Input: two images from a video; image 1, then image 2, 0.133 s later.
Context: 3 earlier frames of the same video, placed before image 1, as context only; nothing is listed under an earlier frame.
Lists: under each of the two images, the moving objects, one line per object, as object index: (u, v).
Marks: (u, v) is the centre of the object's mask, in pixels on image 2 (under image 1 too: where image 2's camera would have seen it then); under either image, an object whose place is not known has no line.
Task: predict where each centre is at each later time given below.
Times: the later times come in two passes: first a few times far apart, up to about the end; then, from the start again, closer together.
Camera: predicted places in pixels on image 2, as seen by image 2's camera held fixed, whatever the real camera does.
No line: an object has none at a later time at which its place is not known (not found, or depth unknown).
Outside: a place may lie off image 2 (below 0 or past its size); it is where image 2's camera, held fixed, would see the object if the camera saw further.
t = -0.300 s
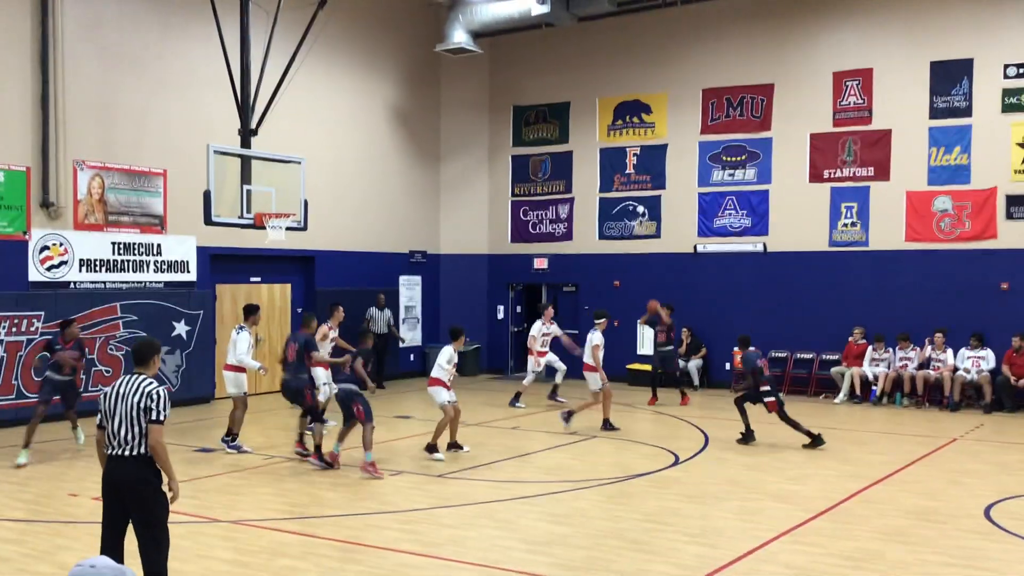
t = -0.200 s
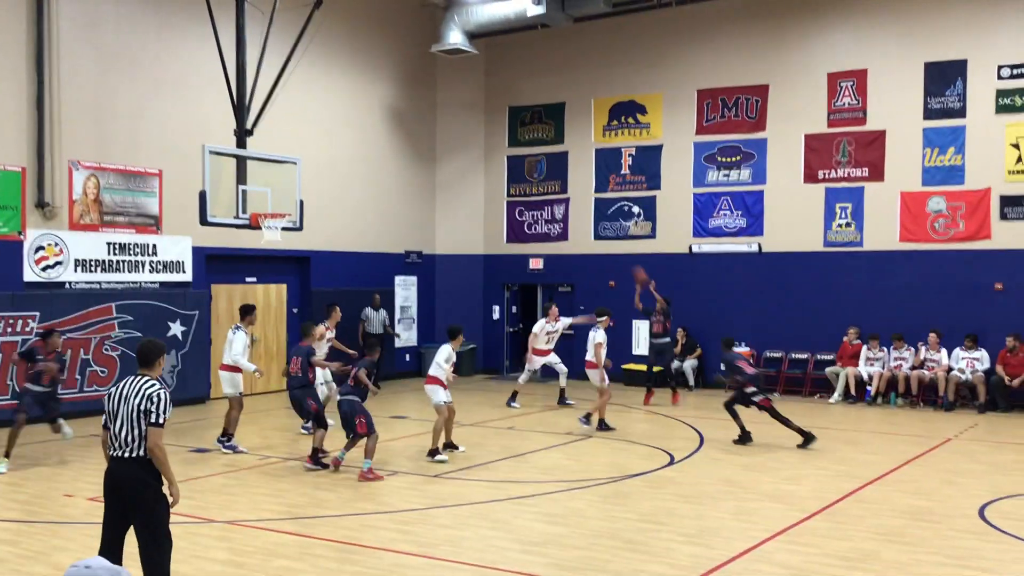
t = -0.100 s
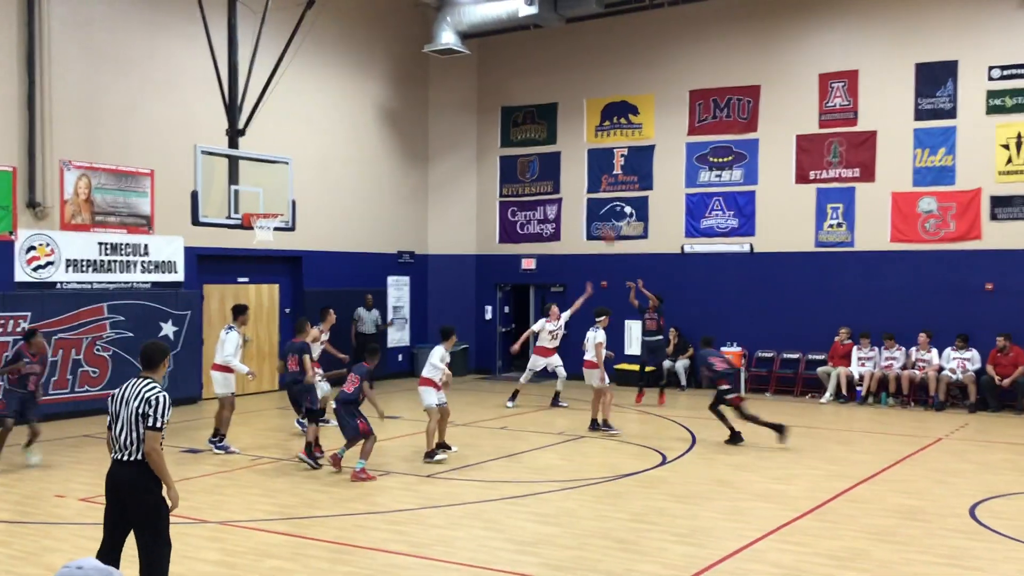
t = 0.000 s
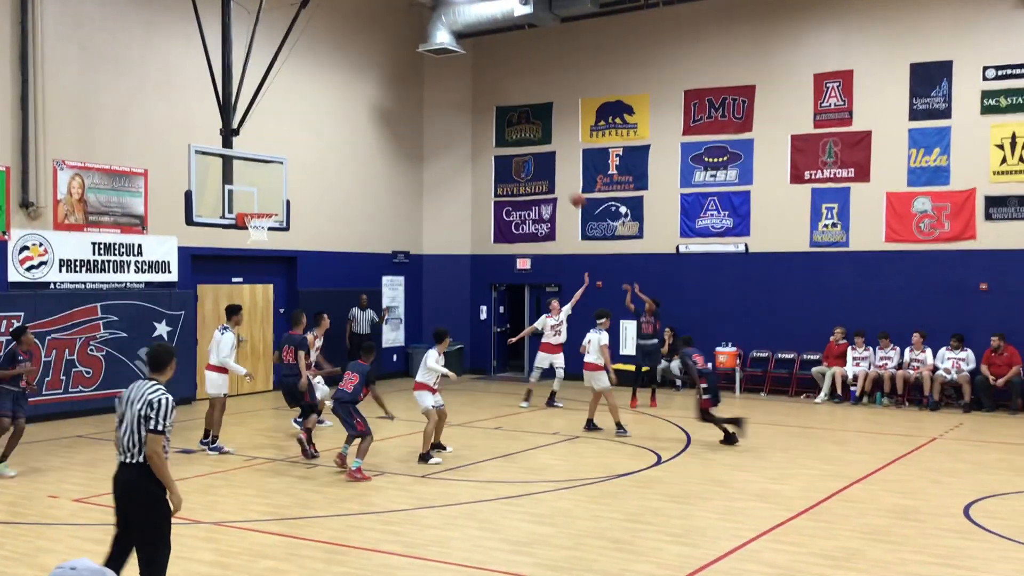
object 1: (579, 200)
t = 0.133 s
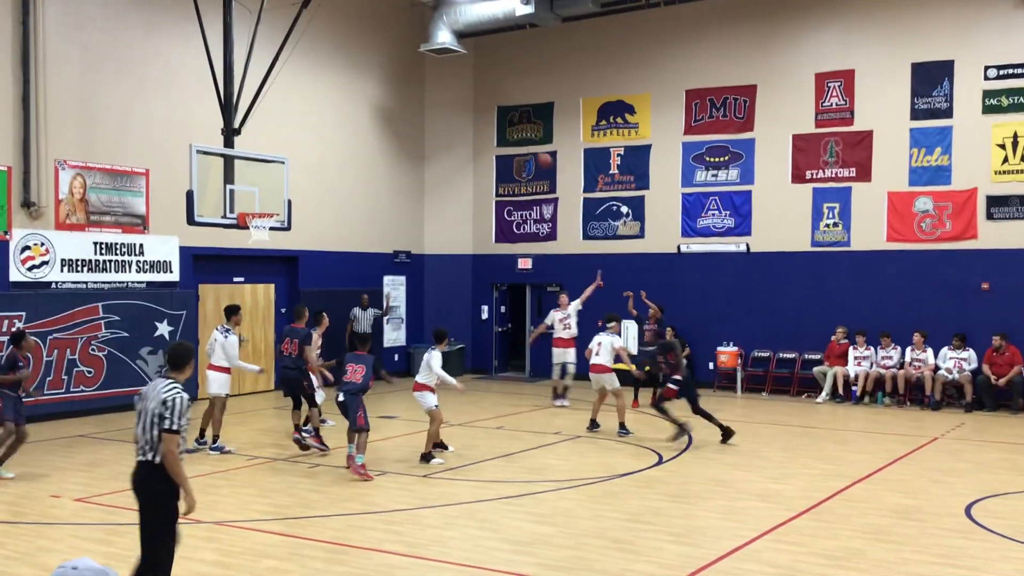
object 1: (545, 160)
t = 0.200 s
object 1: (526, 143)
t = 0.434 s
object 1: (465, 107)
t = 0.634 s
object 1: (412, 100)
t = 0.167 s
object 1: (536, 152)
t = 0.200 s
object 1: (526, 143)
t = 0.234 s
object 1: (518, 137)
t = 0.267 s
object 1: (509, 130)
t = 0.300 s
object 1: (501, 124)
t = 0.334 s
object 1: (491, 118)
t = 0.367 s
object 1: (483, 114)
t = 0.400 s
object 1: (474, 110)
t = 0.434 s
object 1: (465, 107)
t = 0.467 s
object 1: (457, 104)
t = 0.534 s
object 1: (439, 101)
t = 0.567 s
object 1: (428, 99)
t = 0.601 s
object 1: (420, 99)
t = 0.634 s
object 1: (412, 100)
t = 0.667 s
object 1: (401, 102)
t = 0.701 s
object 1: (391, 104)
